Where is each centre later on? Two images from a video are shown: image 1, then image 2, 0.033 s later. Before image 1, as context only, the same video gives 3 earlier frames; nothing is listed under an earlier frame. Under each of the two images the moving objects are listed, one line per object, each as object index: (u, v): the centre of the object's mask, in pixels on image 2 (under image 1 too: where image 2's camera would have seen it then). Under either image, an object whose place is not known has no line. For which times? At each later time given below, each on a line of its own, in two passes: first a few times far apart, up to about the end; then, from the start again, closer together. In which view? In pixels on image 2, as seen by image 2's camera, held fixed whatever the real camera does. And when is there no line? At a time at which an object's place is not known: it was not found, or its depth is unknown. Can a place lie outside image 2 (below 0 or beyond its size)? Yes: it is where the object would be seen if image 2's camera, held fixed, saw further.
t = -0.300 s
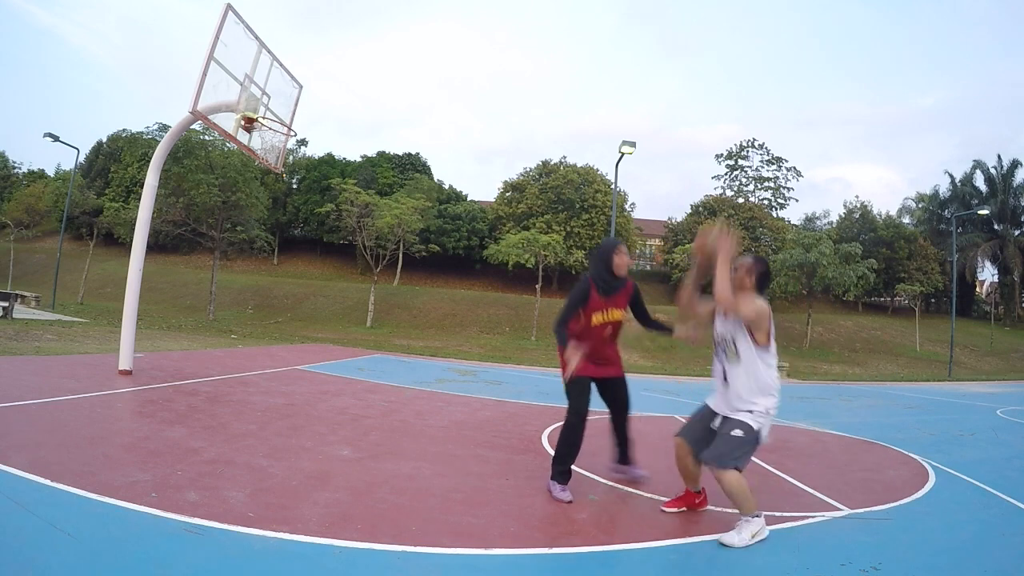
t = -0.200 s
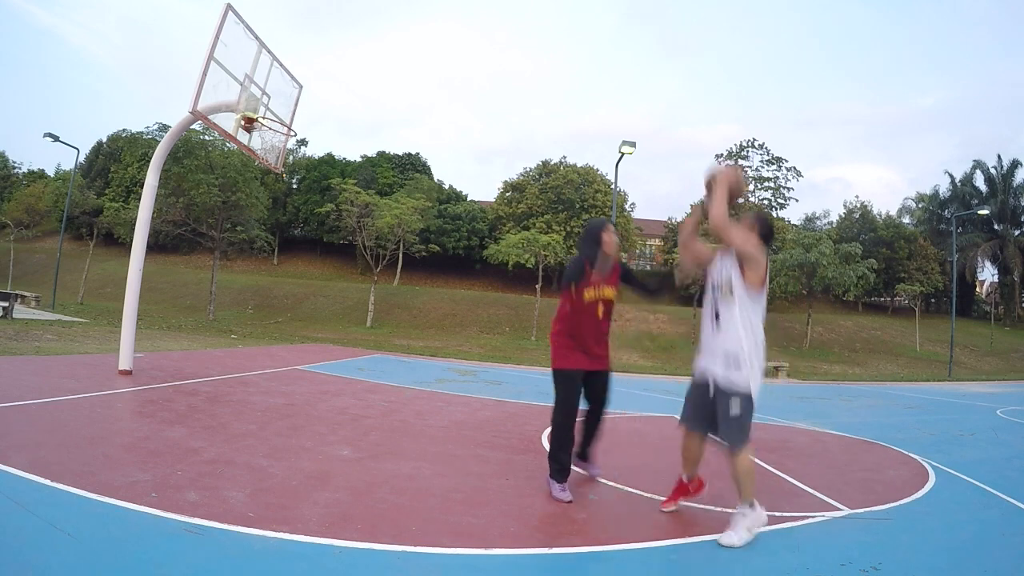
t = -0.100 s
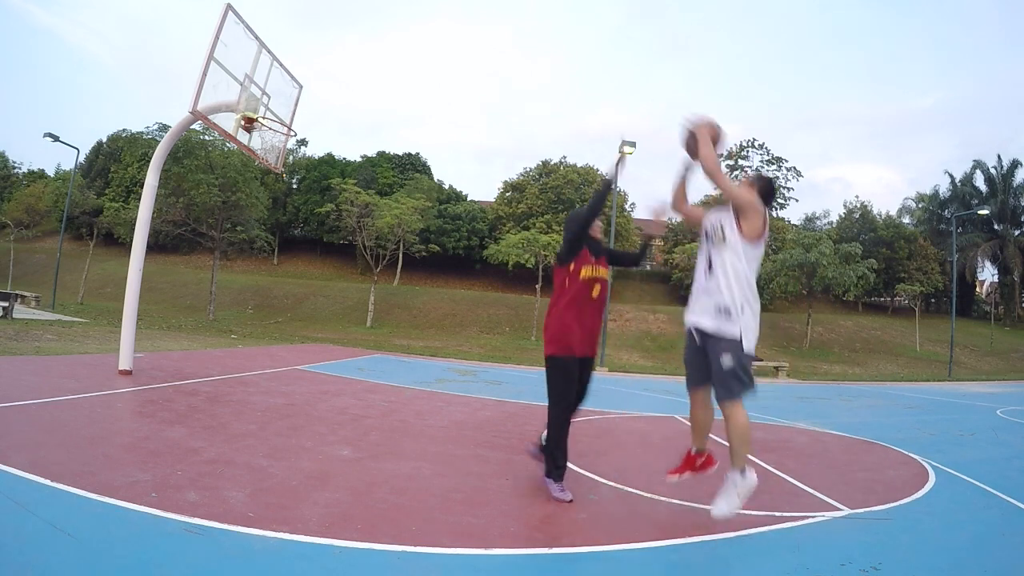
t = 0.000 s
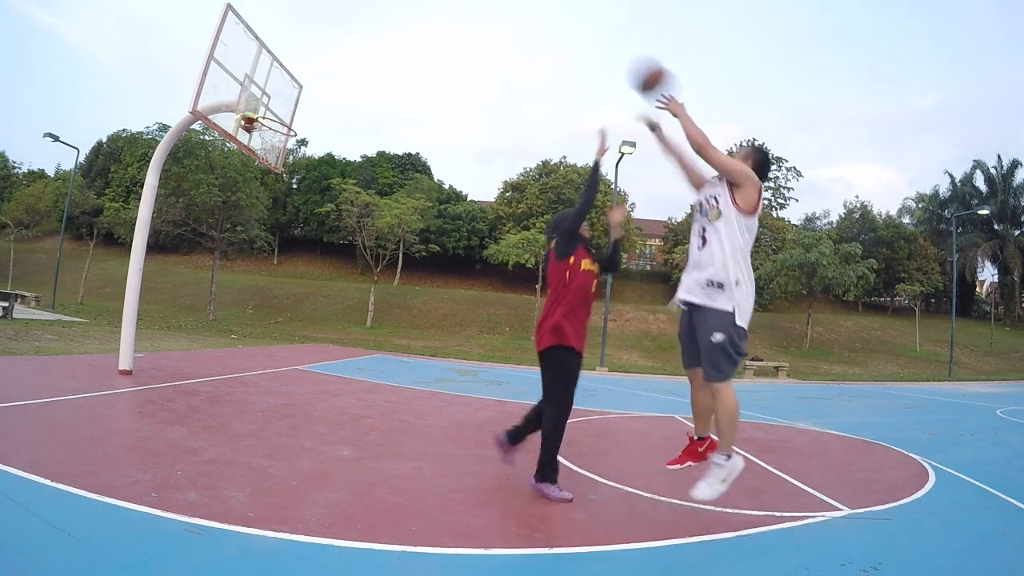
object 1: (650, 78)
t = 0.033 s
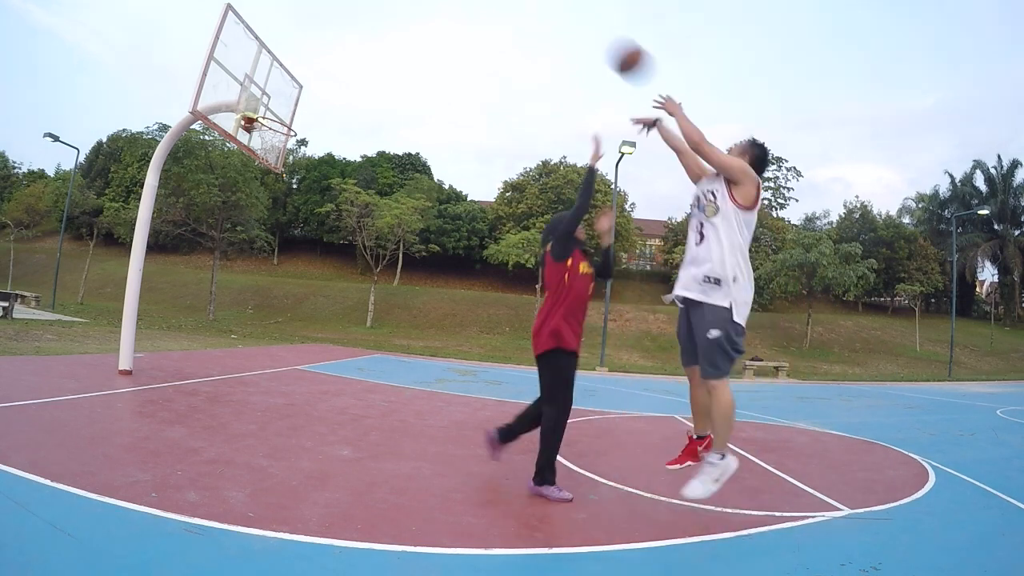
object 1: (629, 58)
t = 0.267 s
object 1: (505, 2)
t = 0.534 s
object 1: (407, 4)
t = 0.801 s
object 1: (323, 61)
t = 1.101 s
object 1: (258, 170)
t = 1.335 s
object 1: (228, 288)
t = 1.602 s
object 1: (223, 316)
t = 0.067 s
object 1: (608, 42)
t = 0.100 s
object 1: (588, 29)
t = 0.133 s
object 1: (570, 17)
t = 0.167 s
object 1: (551, 10)
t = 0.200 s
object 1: (535, 6)
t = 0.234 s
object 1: (519, 4)
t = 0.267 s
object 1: (505, 2)
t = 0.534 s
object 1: (407, 4)
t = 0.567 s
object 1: (396, 7)
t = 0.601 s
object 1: (384, 10)
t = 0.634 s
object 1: (374, 16)
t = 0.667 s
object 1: (364, 23)
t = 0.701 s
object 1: (353, 31)
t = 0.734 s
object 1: (343, 40)
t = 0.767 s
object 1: (333, 50)
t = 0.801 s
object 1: (323, 61)
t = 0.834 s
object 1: (314, 72)
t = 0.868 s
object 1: (304, 84)
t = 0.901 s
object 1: (294, 97)
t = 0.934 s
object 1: (286, 109)
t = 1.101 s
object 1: (258, 170)
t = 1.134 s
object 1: (253, 183)
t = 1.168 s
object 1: (249, 199)
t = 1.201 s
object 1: (246, 214)
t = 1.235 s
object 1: (241, 231)
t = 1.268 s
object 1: (237, 247)
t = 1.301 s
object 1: (233, 265)
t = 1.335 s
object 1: (228, 288)
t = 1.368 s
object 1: (226, 306)
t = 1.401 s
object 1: (222, 330)
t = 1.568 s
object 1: (221, 332)
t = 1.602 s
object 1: (223, 316)
